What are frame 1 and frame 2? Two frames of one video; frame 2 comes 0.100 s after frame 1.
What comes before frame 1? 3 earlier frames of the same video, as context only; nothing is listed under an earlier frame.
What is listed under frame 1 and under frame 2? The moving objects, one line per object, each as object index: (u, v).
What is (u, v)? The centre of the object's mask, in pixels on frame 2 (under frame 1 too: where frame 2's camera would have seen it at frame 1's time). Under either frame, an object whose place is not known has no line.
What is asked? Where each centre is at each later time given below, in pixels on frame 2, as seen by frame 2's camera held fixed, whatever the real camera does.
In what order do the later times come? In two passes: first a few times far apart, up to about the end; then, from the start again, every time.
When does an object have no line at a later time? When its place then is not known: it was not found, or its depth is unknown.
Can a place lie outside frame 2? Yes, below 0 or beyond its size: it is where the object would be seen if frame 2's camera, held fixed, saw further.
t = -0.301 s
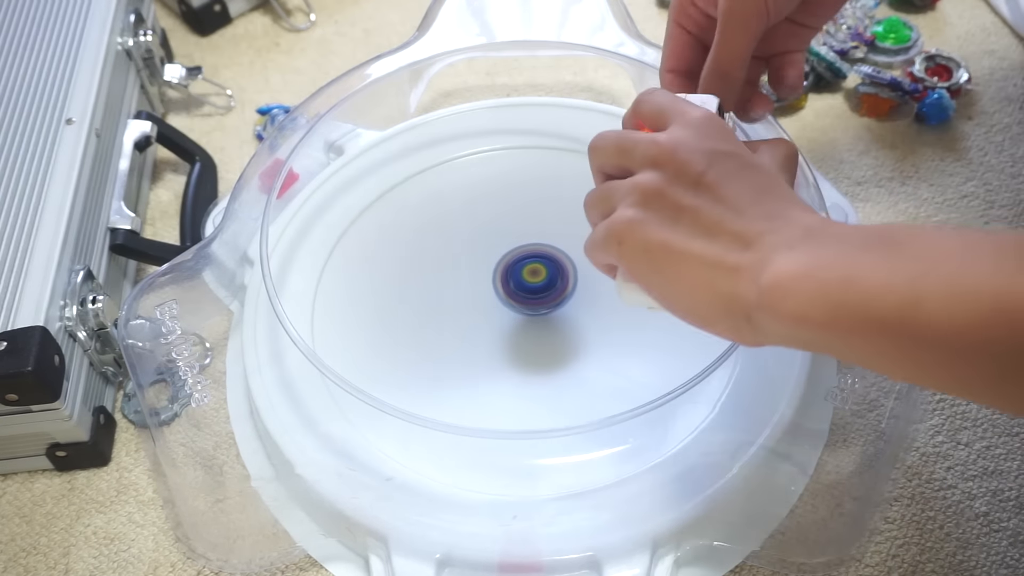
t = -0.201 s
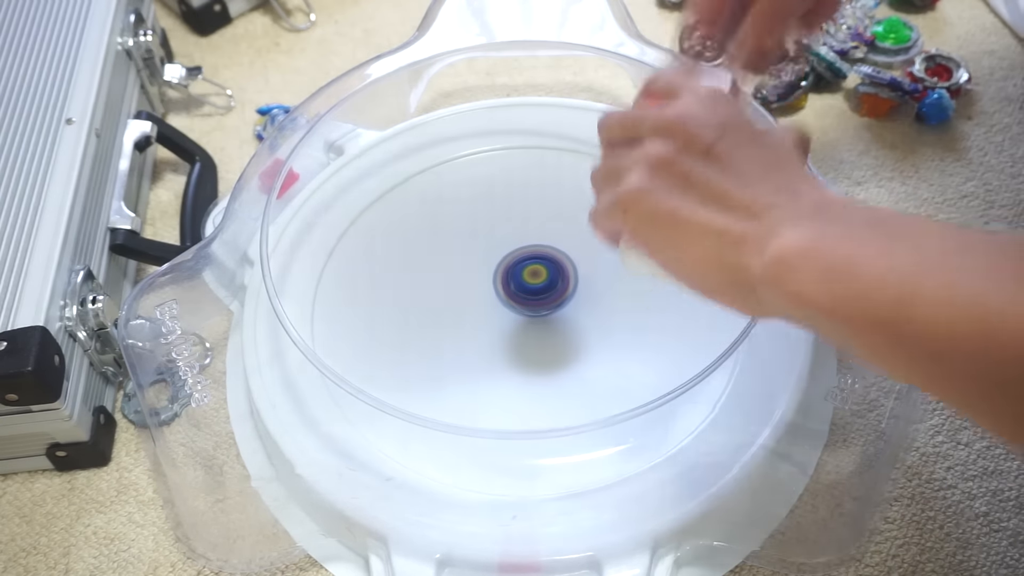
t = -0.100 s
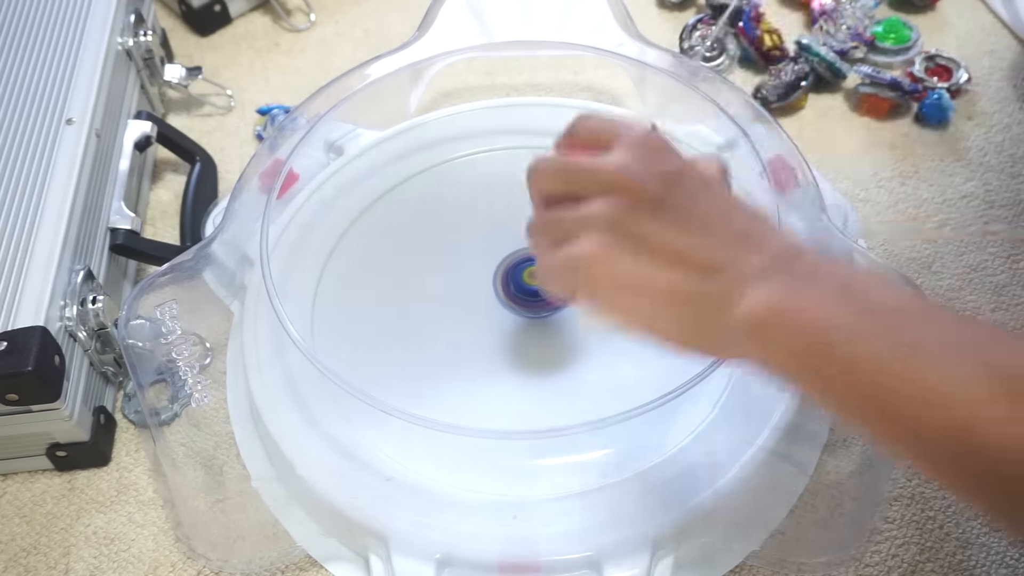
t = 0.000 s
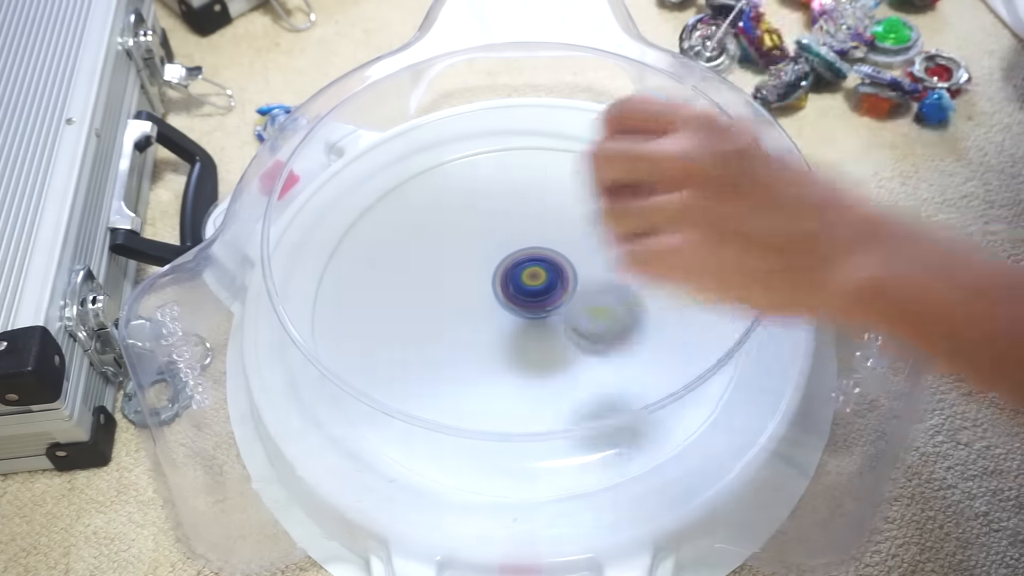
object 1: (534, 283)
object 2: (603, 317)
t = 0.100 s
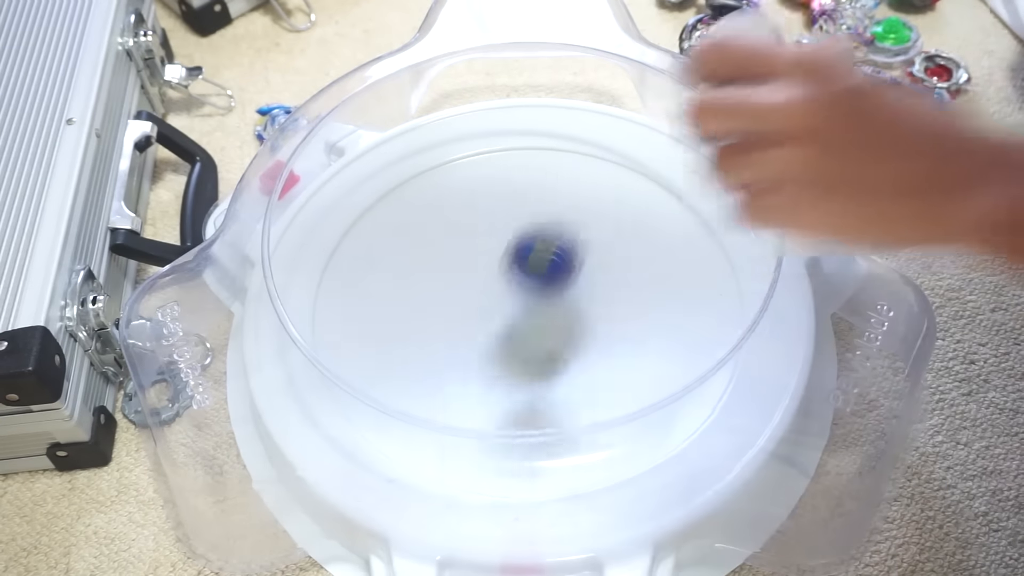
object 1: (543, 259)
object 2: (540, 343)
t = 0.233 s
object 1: (586, 156)
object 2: (393, 462)
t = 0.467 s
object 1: (553, 183)
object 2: (430, 377)
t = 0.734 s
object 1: (563, 178)
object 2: (446, 413)
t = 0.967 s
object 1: (546, 233)
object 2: (498, 419)
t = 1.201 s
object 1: (493, 261)
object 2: (526, 375)
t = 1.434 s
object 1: (516, 242)
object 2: (465, 363)
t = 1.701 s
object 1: (559, 271)
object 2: (387, 326)
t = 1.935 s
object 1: (569, 278)
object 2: (392, 315)
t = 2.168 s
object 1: (570, 279)
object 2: (448, 301)
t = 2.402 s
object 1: (570, 294)
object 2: (483, 257)
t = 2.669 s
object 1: (559, 311)
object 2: (473, 216)
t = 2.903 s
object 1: (546, 314)
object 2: (451, 223)
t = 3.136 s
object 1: (530, 318)
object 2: (463, 253)
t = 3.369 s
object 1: (511, 324)
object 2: (491, 257)
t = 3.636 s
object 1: (481, 307)
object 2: (528, 247)
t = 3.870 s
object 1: (468, 306)
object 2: (570, 228)
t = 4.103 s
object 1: (492, 306)
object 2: (587, 218)
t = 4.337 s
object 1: (519, 296)
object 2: (597, 248)
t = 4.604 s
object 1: (492, 294)
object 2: (616, 275)
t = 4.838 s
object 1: (497, 293)
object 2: (587, 290)
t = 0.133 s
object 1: (556, 229)
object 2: (490, 405)
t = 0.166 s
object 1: (569, 199)
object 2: (457, 426)
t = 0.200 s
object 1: (579, 174)
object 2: (415, 460)
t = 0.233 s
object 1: (586, 156)
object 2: (393, 462)
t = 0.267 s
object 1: (590, 143)
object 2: (375, 466)
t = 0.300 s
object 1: (591, 135)
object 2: (372, 462)
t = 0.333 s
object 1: (588, 138)
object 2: (375, 448)
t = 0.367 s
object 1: (582, 144)
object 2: (383, 436)
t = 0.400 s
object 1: (574, 156)
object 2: (396, 420)
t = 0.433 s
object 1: (564, 168)
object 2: (411, 401)
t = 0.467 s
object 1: (553, 183)
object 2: (430, 377)
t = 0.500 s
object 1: (541, 201)
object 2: (447, 362)
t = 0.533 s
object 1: (529, 220)
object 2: (466, 343)
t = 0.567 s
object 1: (518, 241)
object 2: (485, 322)
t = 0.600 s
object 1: (523, 236)
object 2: (483, 331)
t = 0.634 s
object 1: (536, 216)
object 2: (473, 353)
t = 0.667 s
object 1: (548, 200)
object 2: (463, 372)
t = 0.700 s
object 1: (558, 185)
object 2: (455, 390)
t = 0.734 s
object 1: (563, 178)
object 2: (446, 413)
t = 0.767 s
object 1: (568, 175)
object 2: (440, 433)
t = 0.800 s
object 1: (569, 178)
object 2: (435, 452)
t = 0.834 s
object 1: (568, 185)
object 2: (441, 456)
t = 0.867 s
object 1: (565, 193)
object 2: (456, 451)
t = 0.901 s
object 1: (560, 205)
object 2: (471, 442)
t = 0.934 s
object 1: (554, 218)
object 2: (486, 431)
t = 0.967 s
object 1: (546, 233)
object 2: (498, 419)
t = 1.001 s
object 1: (538, 247)
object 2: (509, 401)
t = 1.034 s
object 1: (529, 261)
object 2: (518, 390)
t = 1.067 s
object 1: (521, 275)
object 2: (523, 377)
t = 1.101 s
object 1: (515, 285)
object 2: (526, 364)
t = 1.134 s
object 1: (505, 278)
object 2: (529, 368)
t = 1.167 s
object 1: (498, 269)
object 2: (529, 373)
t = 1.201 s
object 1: (493, 261)
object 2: (526, 375)
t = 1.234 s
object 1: (490, 255)
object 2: (520, 376)
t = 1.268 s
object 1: (489, 249)
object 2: (513, 376)
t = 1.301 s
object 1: (492, 245)
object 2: (504, 375)
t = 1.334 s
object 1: (497, 241)
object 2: (494, 372)
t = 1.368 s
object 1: (503, 240)
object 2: (484, 370)
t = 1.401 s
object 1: (509, 242)
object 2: (475, 366)
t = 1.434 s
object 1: (516, 242)
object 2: (465, 363)
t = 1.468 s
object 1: (525, 246)
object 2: (455, 359)
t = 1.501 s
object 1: (532, 249)
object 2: (442, 354)
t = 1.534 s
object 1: (539, 253)
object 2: (430, 348)
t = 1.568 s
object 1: (546, 257)
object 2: (419, 343)
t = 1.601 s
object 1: (551, 263)
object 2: (408, 338)
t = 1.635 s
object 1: (555, 265)
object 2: (399, 333)
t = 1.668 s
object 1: (557, 268)
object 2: (392, 329)
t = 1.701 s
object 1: (559, 271)
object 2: (387, 326)
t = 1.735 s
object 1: (561, 272)
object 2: (383, 323)
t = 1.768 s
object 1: (563, 274)
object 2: (381, 320)
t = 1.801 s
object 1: (565, 275)
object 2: (381, 318)
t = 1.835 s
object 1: (567, 277)
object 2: (382, 317)
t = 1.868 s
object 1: (568, 277)
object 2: (384, 316)
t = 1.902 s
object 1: (569, 278)
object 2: (388, 315)
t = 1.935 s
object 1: (569, 278)
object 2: (392, 315)
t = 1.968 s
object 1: (569, 278)
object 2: (399, 315)
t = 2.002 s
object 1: (568, 278)
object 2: (406, 314)
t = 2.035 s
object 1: (568, 277)
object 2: (414, 312)
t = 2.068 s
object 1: (569, 277)
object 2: (422, 311)
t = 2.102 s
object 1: (570, 277)
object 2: (431, 308)
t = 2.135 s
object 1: (570, 278)
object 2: (439, 305)
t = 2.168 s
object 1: (570, 279)
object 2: (448, 301)
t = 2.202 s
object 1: (570, 280)
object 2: (456, 296)
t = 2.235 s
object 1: (570, 281)
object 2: (463, 291)
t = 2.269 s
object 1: (570, 283)
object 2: (469, 285)
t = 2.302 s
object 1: (570, 284)
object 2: (474, 278)
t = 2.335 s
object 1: (570, 287)
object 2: (479, 272)
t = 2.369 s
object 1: (570, 291)
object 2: (482, 264)
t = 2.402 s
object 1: (570, 294)
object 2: (483, 257)
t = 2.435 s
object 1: (569, 298)
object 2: (484, 249)
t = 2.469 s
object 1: (568, 300)
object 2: (485, 242)
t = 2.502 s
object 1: (567, 303)
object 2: (485, 236)
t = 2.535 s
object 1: (565, 305)
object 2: (483, 230)
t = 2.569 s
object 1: (564, 307)
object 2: (482, 225)
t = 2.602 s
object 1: (562, 309)
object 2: (479, 221)
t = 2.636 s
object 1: (560, 310)
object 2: (476, 218)
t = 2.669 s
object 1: (559, 311)
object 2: (473, 216)
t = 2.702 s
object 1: (558, 311)
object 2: (469, 215)
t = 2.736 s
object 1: (556, 312)
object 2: (466, 215)
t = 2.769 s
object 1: (554, 312)
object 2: (462, 215)
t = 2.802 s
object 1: (552, 312)
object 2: (458, 216)
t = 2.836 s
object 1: (550, 312)
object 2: (455, 218)
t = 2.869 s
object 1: (548, 313)
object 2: (453, 221)
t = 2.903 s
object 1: (546, 314)
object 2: (451, 223)
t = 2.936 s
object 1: (543, 314)
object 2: (451, 227)
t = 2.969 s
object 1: (541, 315)
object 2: (451, 231)
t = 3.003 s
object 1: (539, 315)
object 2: (452, 236)
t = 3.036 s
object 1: (537, 316)
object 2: (454, 240)
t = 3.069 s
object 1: (535, 317)
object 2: (457, 245)
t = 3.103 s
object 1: (533, 318)
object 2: (460, 249)
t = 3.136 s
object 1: (530, 318)
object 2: (463, 253)
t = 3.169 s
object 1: (528, 319)
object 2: (467, 257)
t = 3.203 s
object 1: (526, 320)
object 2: (470, 258)
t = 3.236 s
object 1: (523, 321)
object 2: (474, 260)
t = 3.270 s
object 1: (520, 322)
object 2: (478, 260)
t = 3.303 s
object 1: (518, 323)
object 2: (483, 260)
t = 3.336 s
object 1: (514, 323)
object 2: (487, 258)
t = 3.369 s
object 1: (511, 324)
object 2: (491, 257)
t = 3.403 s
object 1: (507, 326)
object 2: (496, 255)
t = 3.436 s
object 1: (503, 325)
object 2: (501, 253)
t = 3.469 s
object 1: (498, 324)
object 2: (506, 252)
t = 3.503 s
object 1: (493, 322)
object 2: (511, 251)
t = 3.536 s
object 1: (488, 319)
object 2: (515, 250)
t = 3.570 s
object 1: (484, 315)
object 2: (519, 249)
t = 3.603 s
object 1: (482, 312)
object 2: (524, 248)
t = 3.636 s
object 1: (481, 307)
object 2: (528, 247)
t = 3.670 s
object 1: (481, 304)
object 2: (531, 247)
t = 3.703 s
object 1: (481, 300)
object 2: (535, 247)
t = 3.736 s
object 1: (483, 296)
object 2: (539, 247)
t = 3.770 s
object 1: (477, 298)
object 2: (545, 245)
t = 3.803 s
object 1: (472, 302)
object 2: (556, 238)
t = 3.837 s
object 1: (469, 304)
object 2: (564, 233)
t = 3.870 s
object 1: (468, 306)
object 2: (570, 228)
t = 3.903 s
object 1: (469, 308)
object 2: (574, 224)
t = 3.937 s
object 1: (471, 308)
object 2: (577, 221)
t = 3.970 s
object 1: (474, 309)
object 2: (580, 218)
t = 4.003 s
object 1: (478, 308)
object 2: (582, 217)
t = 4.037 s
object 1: (482, 308)
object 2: (584, 216)
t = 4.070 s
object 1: (487, 307)
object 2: (585, 216)
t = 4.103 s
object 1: (492, 306)
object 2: (587, 218)
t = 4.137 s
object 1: (496, 305)
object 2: (589, 220)
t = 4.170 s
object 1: (501, 304)
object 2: (592, 224)
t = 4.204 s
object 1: (506, 302)
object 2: (594, 228)
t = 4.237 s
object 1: (510, 301)
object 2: (595, 233)
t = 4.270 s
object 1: (514, 299)
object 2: (596, 237)
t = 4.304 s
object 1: (517, 298)
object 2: (596, 243)
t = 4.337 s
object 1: (519, 296)
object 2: (597, 248)
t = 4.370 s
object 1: (521, 295)
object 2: (598, 252)
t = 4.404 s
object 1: (522, 293)
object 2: (598, 257)
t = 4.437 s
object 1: (522, 292)
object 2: (599, 262)
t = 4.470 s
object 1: (519, 292)
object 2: (600, 266)
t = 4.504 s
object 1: (510, 293)
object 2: (606, 268)
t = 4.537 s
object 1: (502, 293)
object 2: (612, 270)
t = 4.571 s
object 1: (496, 293)
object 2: (615, 272)
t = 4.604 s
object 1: (492, 294)
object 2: (616, 275)
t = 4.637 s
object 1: (490, 294)
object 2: (615, 278)
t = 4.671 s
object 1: (489, 294)
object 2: (612, 281)
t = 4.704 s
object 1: (489, 293)
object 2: (608, 283)
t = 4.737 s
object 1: (490, 293)
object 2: (603, 285)
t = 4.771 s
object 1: (492, 293)
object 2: (598, 287)
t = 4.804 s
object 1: (494, 293)
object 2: (593, 289)
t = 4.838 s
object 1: (497, 293)
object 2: (587, 290)
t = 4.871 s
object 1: (497, 294)
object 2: (586, 292)
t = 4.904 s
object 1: (480, 292)
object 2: (597, 294)
